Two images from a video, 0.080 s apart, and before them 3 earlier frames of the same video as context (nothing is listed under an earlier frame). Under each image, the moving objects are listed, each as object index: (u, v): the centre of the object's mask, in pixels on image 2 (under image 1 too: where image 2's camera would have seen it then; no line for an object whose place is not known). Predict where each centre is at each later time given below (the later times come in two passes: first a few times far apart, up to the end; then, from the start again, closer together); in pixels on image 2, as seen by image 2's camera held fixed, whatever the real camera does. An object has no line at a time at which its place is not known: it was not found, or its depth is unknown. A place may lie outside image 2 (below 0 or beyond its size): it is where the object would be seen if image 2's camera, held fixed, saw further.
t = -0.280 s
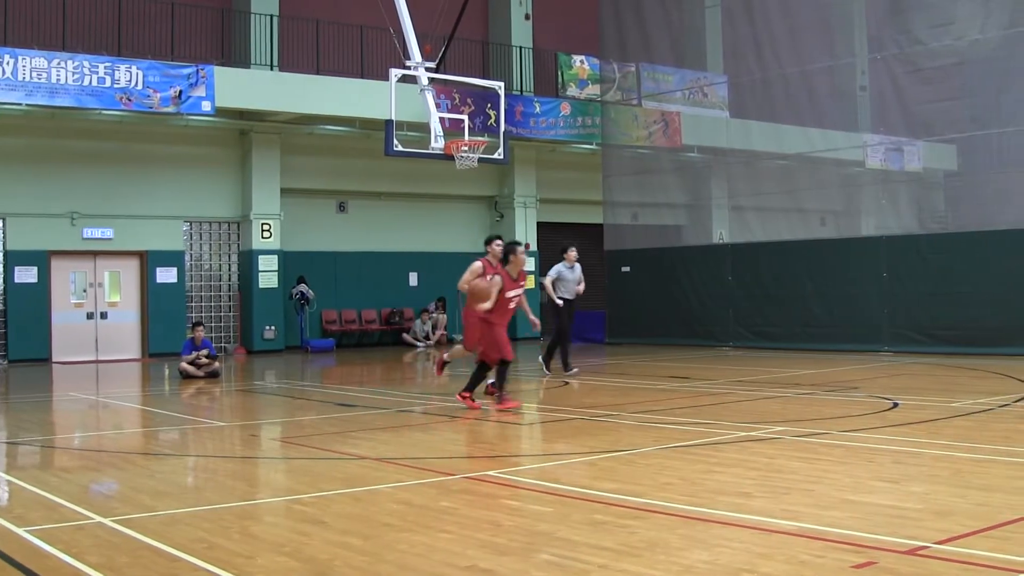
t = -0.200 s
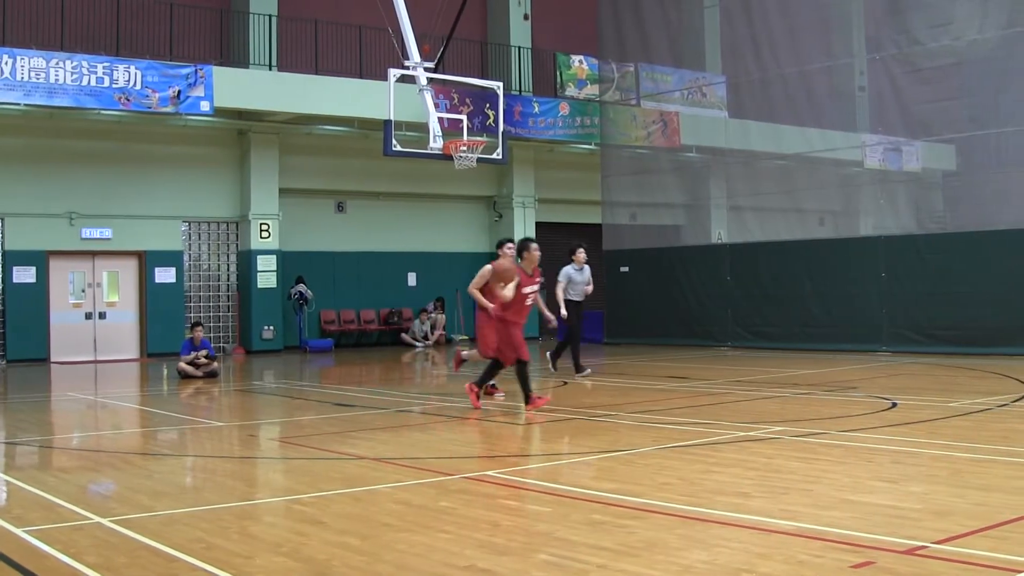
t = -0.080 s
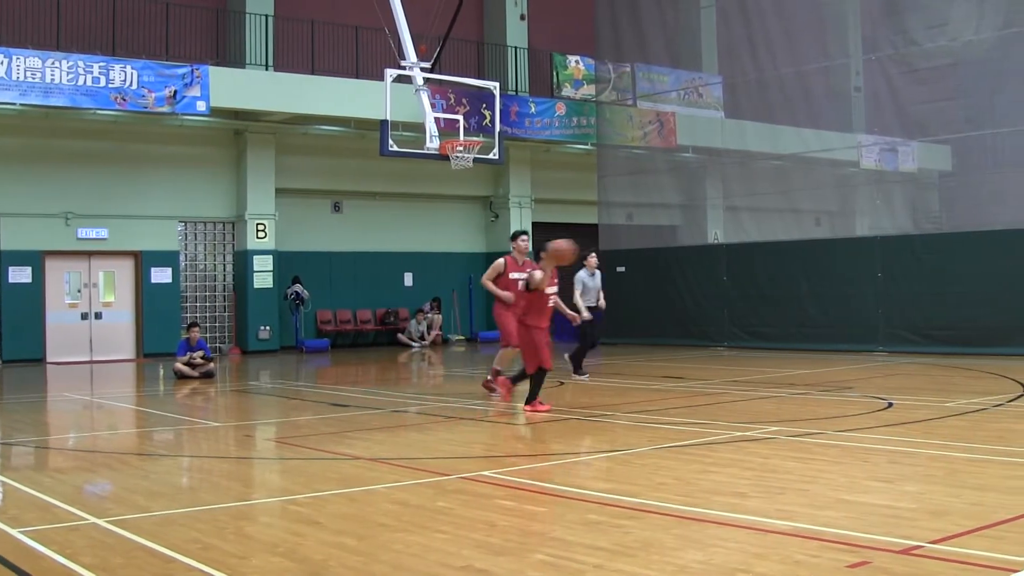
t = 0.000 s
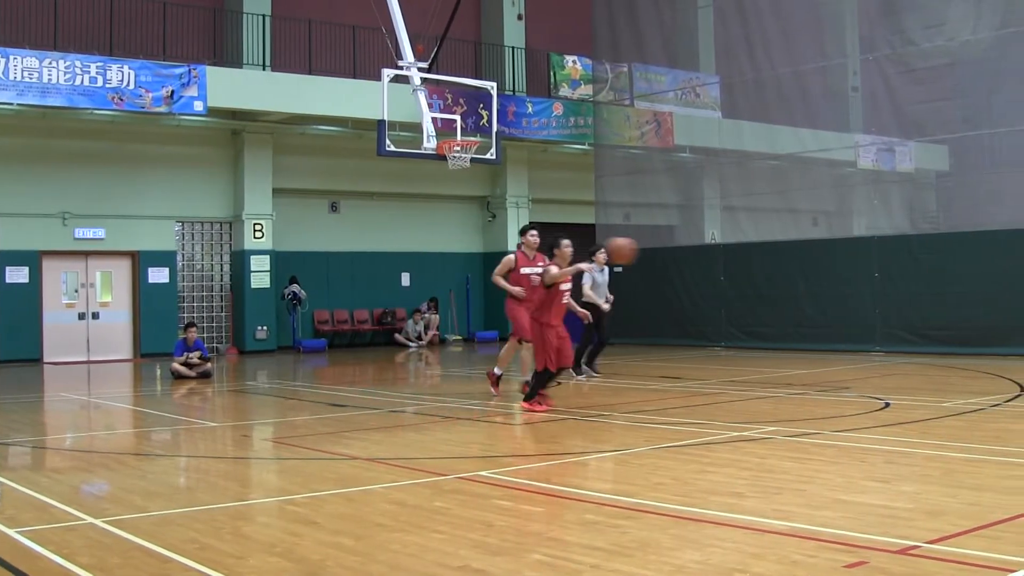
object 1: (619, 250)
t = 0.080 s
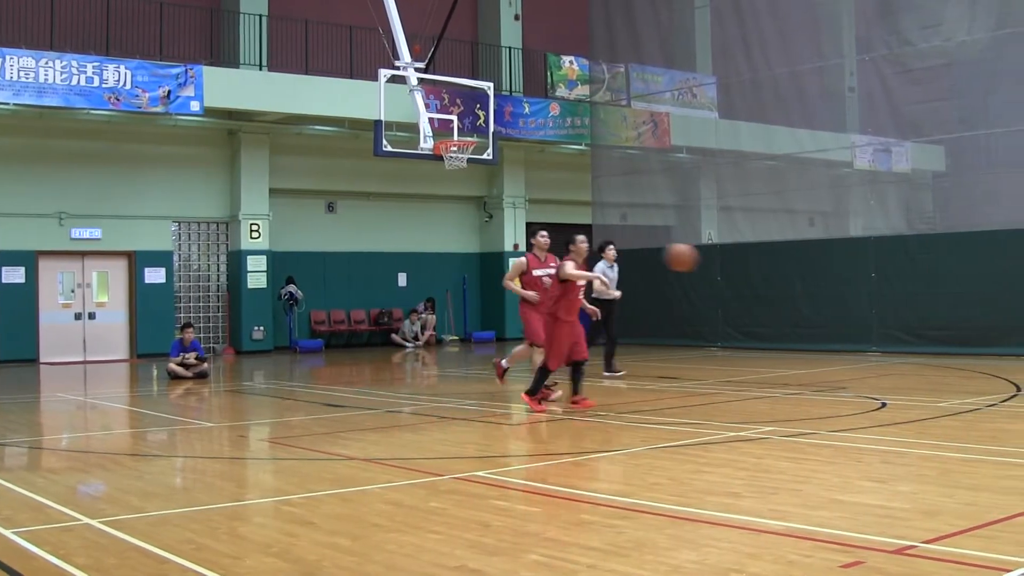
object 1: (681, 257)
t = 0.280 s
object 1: (843, 304)
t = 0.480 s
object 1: (1008, 399)
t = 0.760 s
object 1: (1132, 307)
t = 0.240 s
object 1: (811, 291)
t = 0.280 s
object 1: (843, 304)
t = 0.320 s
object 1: (876, 319)
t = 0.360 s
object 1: (909, 336)
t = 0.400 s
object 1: (941, 354)
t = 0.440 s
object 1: (975, 375)
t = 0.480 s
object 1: (1008, 399)
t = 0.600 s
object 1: (1062, 356)
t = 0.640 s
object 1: (1075, 341)
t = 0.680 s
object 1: (1095, 329)
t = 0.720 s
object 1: (1114, 318)
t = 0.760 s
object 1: (1132, 307)
